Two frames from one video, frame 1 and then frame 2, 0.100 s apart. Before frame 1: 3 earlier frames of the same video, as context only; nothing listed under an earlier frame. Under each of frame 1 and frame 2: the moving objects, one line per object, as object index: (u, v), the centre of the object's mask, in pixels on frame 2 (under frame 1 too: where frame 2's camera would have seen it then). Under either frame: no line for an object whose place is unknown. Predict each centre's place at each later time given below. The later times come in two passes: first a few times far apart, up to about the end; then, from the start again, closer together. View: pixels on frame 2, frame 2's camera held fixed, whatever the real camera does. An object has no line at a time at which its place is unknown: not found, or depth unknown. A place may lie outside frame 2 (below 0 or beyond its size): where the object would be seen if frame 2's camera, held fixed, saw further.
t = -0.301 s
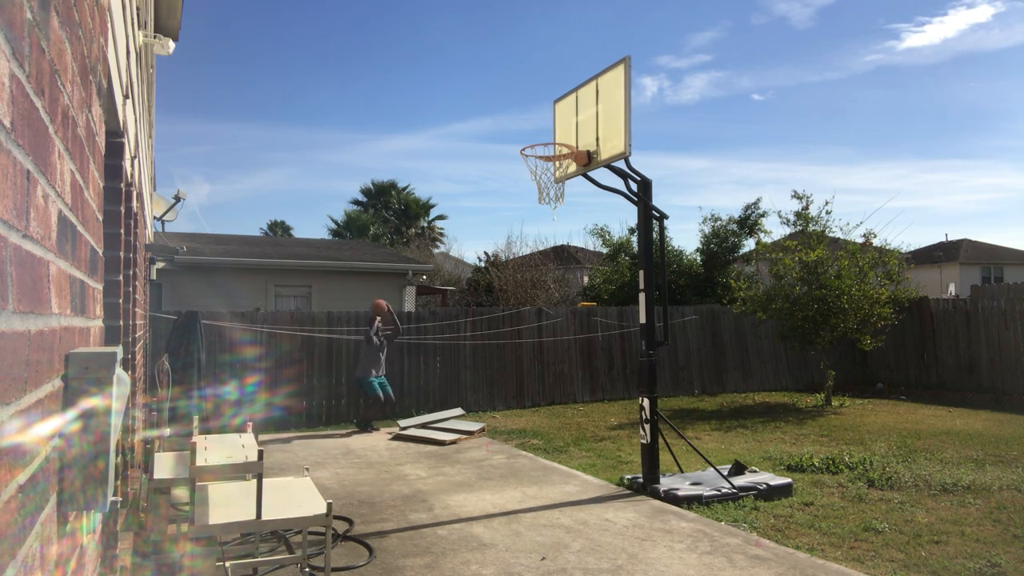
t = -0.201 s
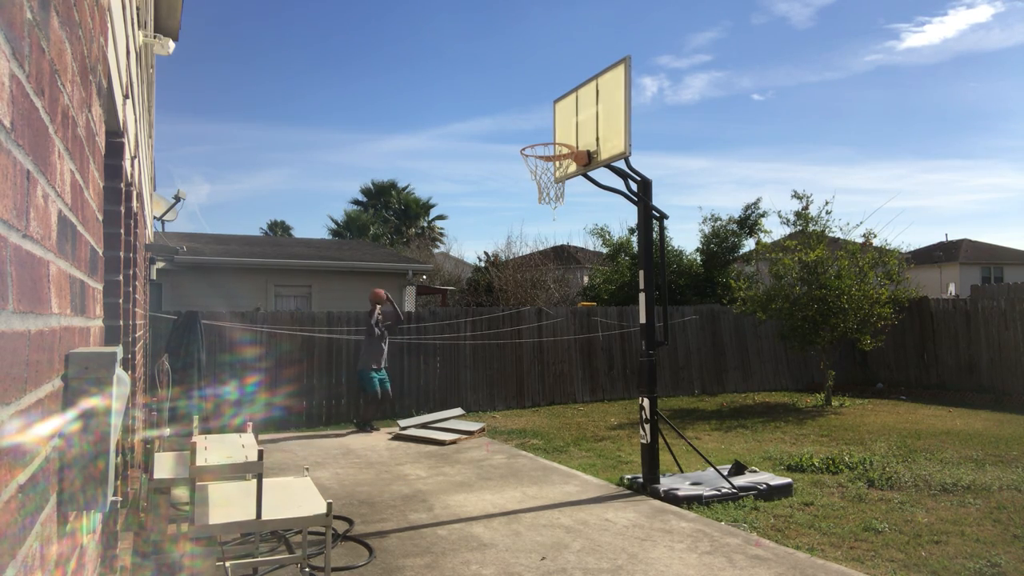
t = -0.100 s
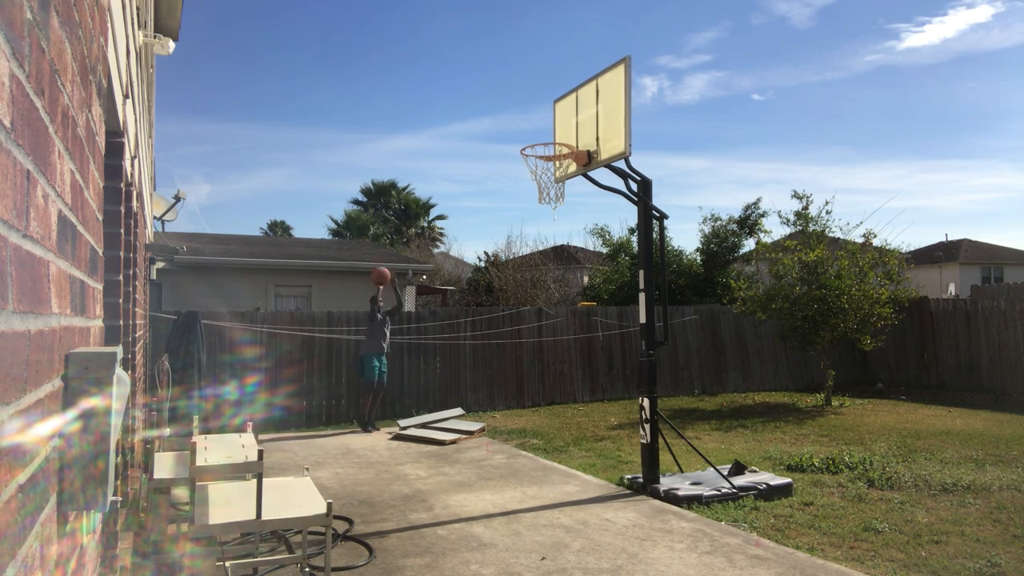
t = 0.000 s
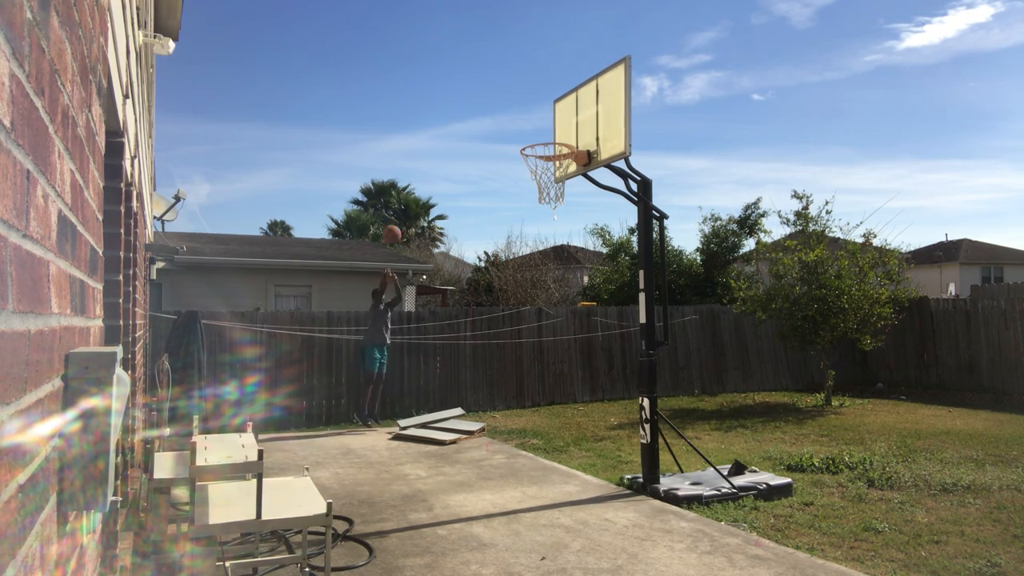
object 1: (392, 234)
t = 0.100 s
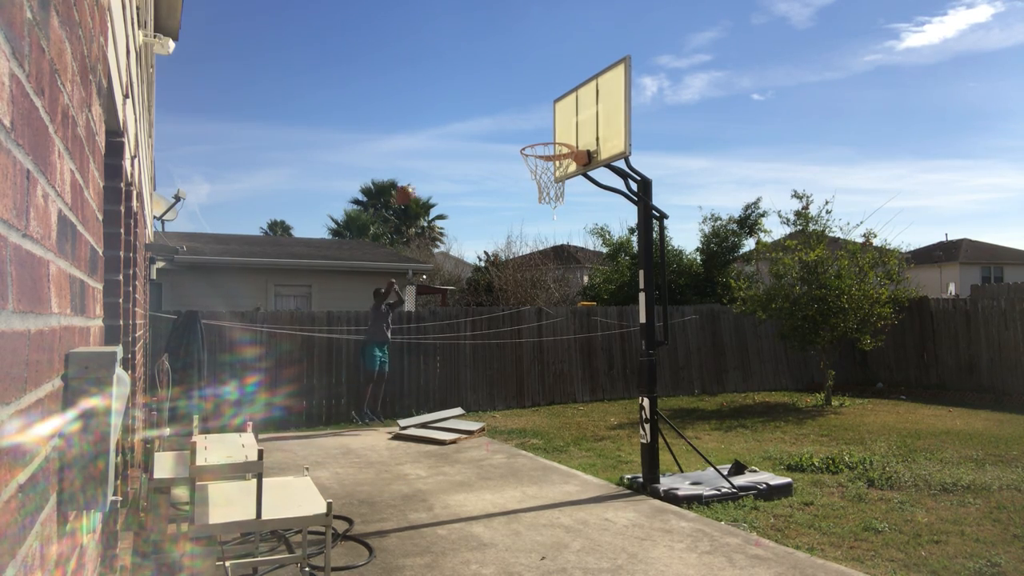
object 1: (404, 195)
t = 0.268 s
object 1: (427, 142)
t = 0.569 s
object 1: (477, 96)
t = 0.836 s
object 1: (534, 125)
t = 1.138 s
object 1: (562, 211)
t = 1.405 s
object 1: (559, 347)
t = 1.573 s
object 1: (558, 480)
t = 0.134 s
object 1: (408, 183)
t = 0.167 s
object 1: (413, 172)
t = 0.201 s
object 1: (417, 161)
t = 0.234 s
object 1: (422, 151)
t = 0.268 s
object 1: (427, 142)
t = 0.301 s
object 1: (432, 134)
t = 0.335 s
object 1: (437, 126)
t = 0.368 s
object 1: (442, 119)
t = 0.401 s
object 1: (447, 113)
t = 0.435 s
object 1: (453, 108)
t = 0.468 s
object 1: (459, 103)
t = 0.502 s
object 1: (465, 100)
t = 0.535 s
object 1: (471, 97)
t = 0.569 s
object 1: (477, 96)
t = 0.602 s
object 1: (483, 95)
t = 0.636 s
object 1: (490, 96)
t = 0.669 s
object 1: (497, 98)
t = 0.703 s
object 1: (504, 100)
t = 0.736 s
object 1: (511, 105)
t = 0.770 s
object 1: (519, 110)
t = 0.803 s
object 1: (526, 117)
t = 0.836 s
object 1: (534, 125)
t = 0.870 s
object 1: (542, 134)
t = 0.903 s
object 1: (551, 146)
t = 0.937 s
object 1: (560, 158)
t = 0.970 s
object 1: (563, 168)
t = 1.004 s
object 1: (564, 174)
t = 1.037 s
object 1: (563, 183)
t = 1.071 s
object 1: (563, 190)
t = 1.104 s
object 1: (562, 200)
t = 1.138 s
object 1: (562, 211)
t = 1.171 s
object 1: (561, 223)
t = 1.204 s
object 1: (561, 237)
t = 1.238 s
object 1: (561, 251)
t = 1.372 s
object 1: (559, 325)
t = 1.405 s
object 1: (559, 347)
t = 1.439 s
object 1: (559, 370)
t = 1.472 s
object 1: (559, 395)
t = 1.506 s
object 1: (559, 422)
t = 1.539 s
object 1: (559, 450)
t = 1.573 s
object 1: (558, 480)
